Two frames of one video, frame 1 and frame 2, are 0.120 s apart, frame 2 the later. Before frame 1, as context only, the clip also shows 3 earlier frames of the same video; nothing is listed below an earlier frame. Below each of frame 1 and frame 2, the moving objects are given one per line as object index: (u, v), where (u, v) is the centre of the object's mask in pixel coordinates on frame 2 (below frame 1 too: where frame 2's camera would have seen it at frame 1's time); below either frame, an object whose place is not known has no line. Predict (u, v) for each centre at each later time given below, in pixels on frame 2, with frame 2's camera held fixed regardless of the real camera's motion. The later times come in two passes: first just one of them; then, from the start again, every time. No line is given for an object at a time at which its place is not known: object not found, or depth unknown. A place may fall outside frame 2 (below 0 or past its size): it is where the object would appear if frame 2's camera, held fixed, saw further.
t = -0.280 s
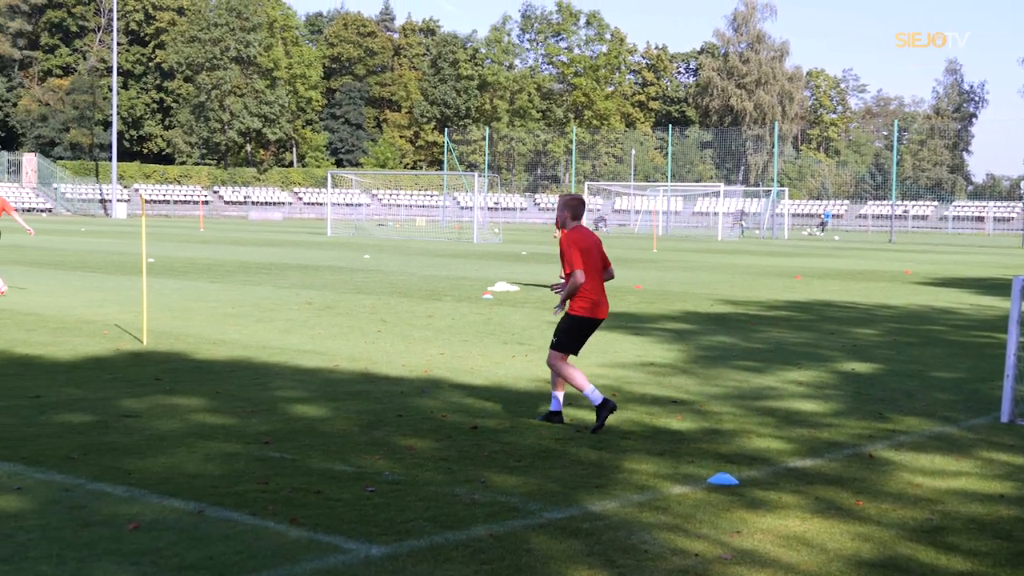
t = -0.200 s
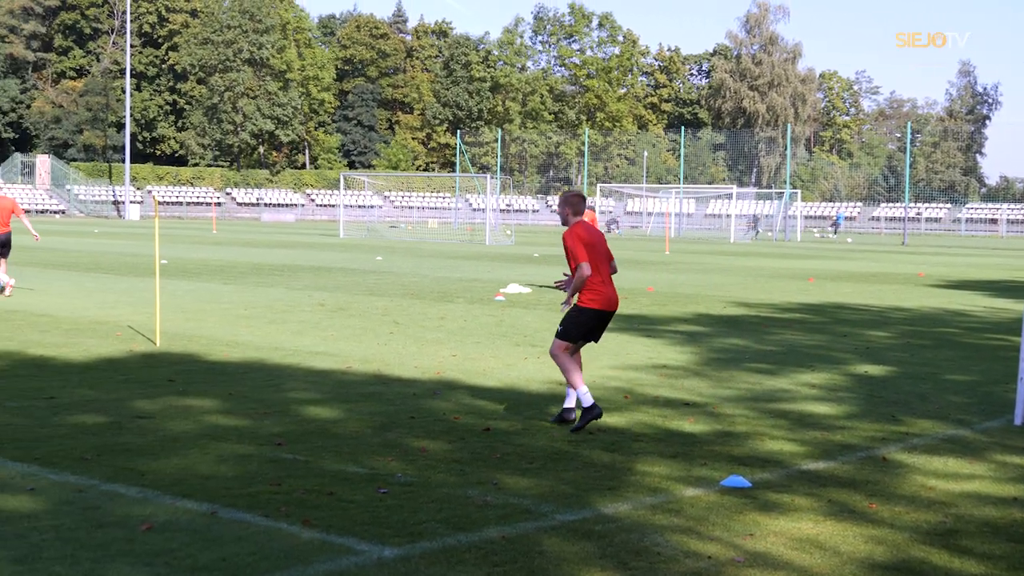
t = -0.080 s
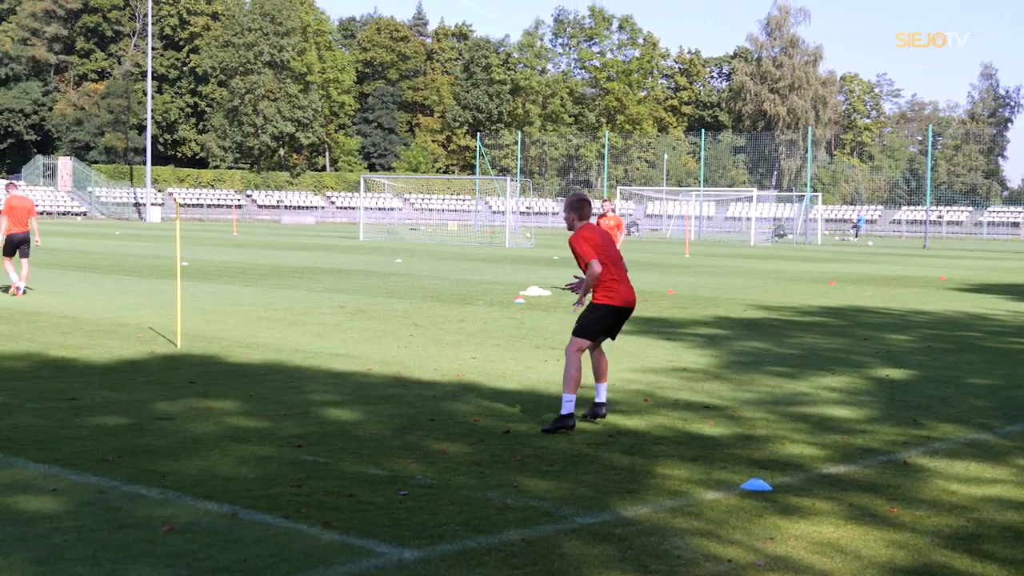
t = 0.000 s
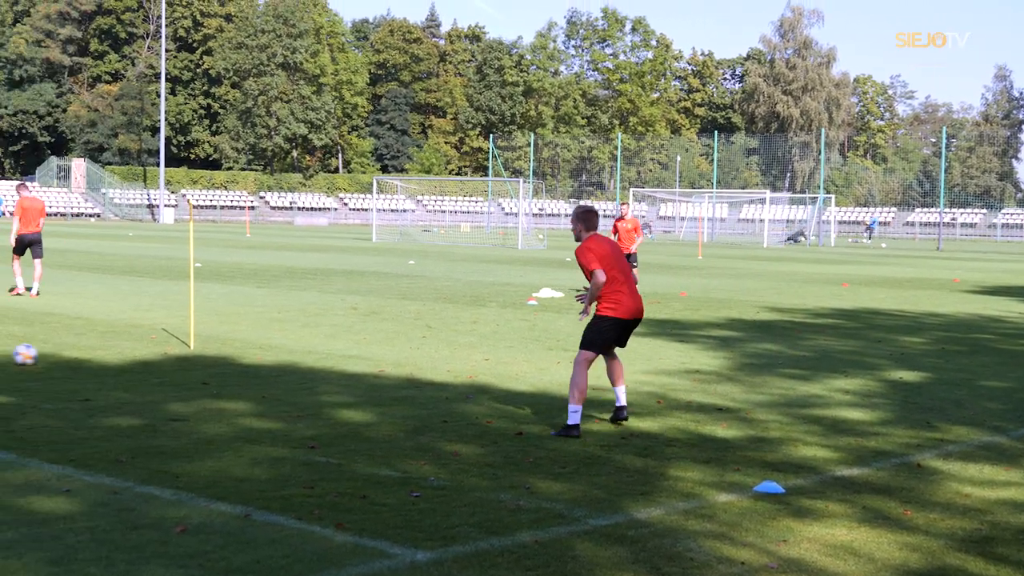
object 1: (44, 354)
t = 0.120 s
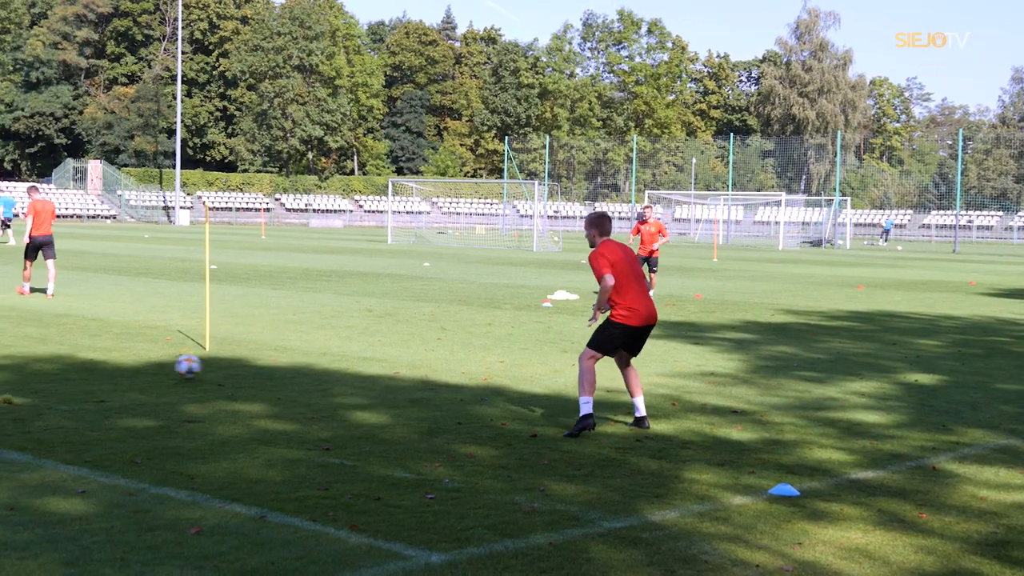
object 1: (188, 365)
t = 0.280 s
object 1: (398, 385)
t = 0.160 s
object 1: (240, 373)
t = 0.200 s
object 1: (292, 380)
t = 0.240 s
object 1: (346, 384)
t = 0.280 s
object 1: (398, 385)
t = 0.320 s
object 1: (452, 388)
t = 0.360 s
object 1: (508, 393)
